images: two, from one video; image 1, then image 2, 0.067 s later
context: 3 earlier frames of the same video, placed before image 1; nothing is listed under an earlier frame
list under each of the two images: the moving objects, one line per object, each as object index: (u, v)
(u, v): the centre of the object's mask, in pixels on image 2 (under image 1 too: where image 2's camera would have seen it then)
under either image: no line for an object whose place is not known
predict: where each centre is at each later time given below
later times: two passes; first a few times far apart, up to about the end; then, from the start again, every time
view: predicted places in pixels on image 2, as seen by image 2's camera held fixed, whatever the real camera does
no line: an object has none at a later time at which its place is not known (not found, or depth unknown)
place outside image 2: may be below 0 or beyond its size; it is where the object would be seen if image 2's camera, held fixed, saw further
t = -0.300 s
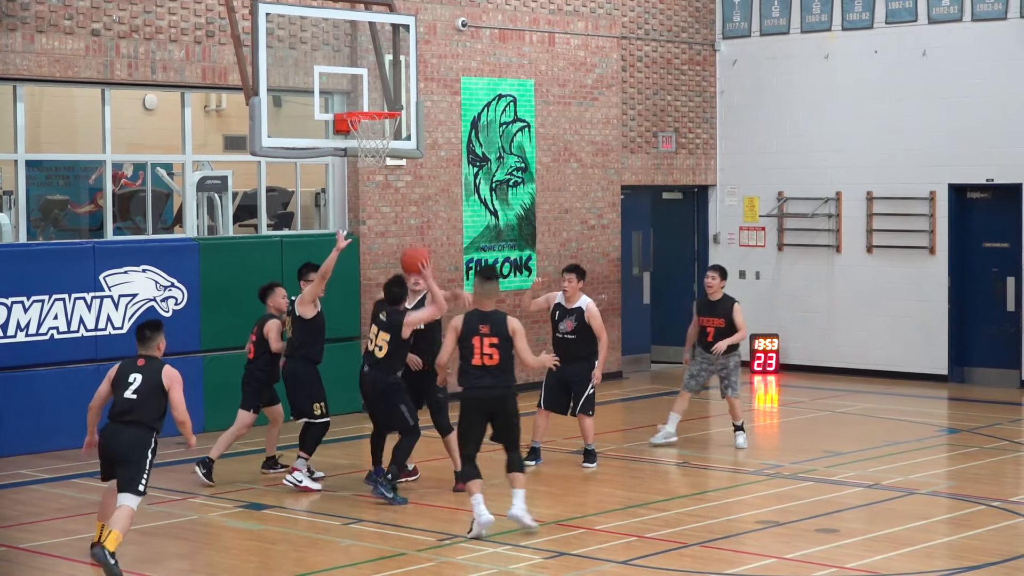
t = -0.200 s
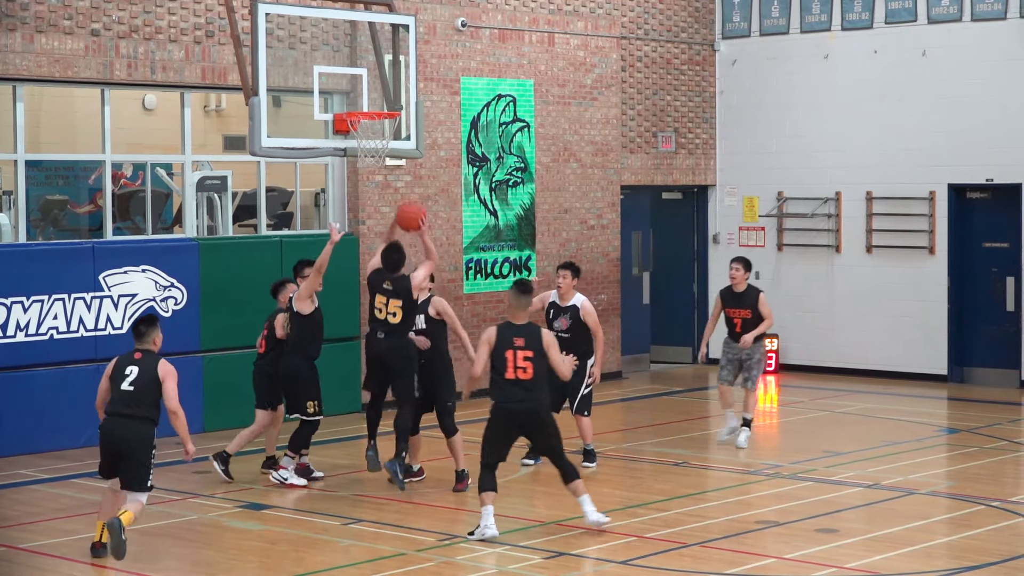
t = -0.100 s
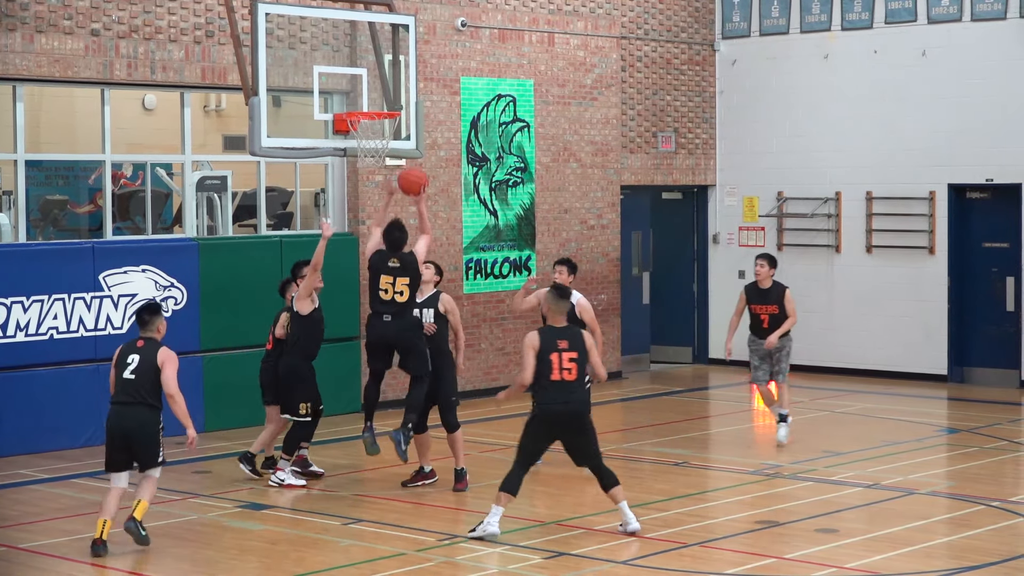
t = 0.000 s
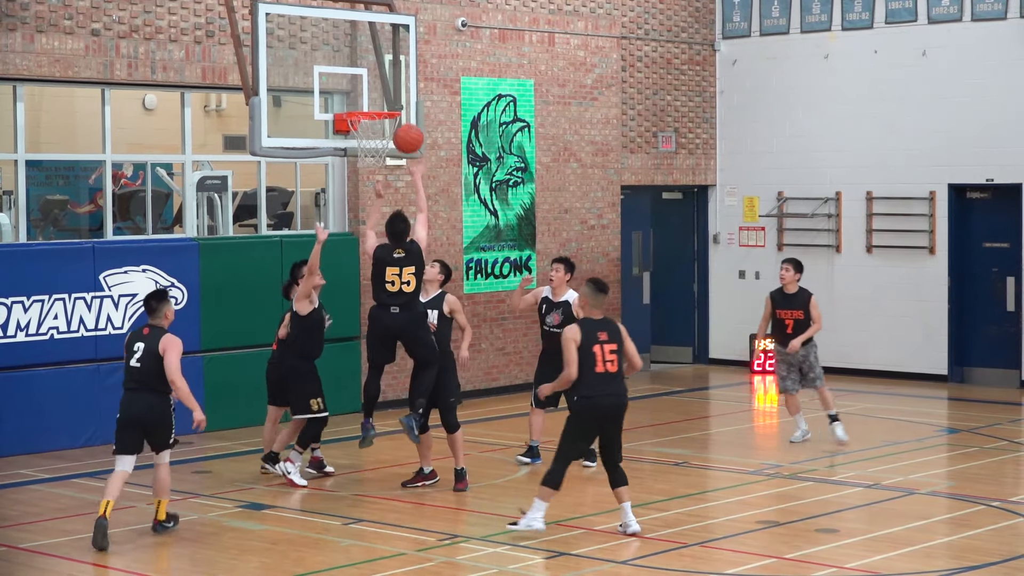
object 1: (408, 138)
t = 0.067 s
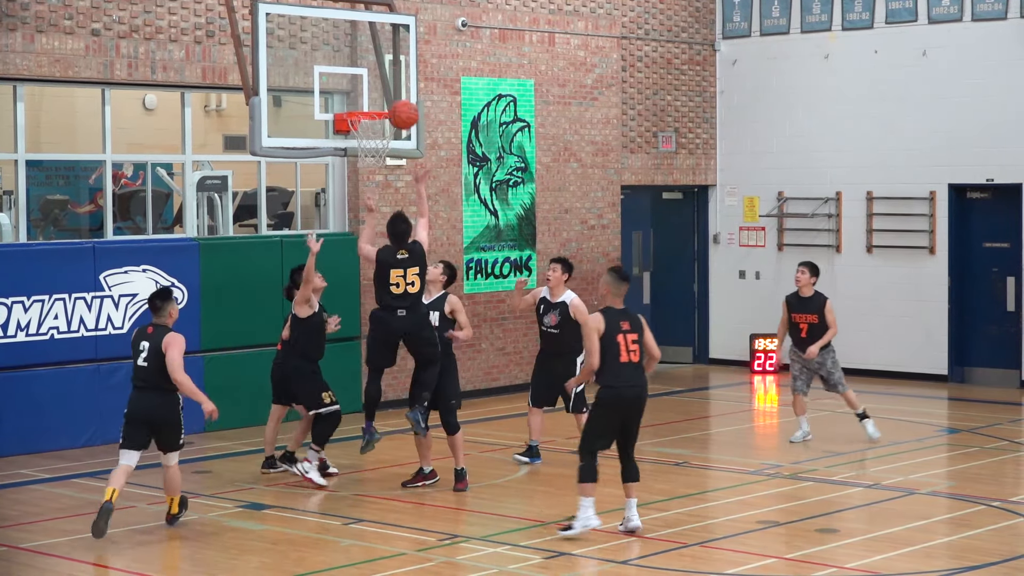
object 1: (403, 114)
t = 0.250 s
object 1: (390, 79)
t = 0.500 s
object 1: (374, 97)
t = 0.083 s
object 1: (402, 110)
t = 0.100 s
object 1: (401, 105)
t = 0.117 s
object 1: (400, 101)
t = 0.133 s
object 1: (398, 97)
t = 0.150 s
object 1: (397, 93)
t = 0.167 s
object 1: (396, 90)
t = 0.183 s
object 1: (395, 87)
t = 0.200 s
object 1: (394, 84)
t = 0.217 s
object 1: (392, 82)
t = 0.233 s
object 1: (391, 81)
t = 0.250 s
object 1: (390, 79)
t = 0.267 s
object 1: (389, 78)
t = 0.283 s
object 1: (388, 77)
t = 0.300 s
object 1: (387, 77)
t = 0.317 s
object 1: (386, 77)
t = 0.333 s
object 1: (385, 77)
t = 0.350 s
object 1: (383, 77)
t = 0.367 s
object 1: (382, 78)
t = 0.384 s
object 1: (381, 79)
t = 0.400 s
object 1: (380, 81)
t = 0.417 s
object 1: (379, 83)
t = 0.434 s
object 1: (378, 85)
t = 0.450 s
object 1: (377, 87)
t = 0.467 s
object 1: (376, 90)
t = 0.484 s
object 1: (375, 93)
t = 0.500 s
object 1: (374, 97)
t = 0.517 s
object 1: (373, 100)
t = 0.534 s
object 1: (373, 99)
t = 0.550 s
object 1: (373, 97)
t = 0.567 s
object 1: (373, 95)
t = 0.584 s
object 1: (373, 93)
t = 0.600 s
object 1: (372, 91)
